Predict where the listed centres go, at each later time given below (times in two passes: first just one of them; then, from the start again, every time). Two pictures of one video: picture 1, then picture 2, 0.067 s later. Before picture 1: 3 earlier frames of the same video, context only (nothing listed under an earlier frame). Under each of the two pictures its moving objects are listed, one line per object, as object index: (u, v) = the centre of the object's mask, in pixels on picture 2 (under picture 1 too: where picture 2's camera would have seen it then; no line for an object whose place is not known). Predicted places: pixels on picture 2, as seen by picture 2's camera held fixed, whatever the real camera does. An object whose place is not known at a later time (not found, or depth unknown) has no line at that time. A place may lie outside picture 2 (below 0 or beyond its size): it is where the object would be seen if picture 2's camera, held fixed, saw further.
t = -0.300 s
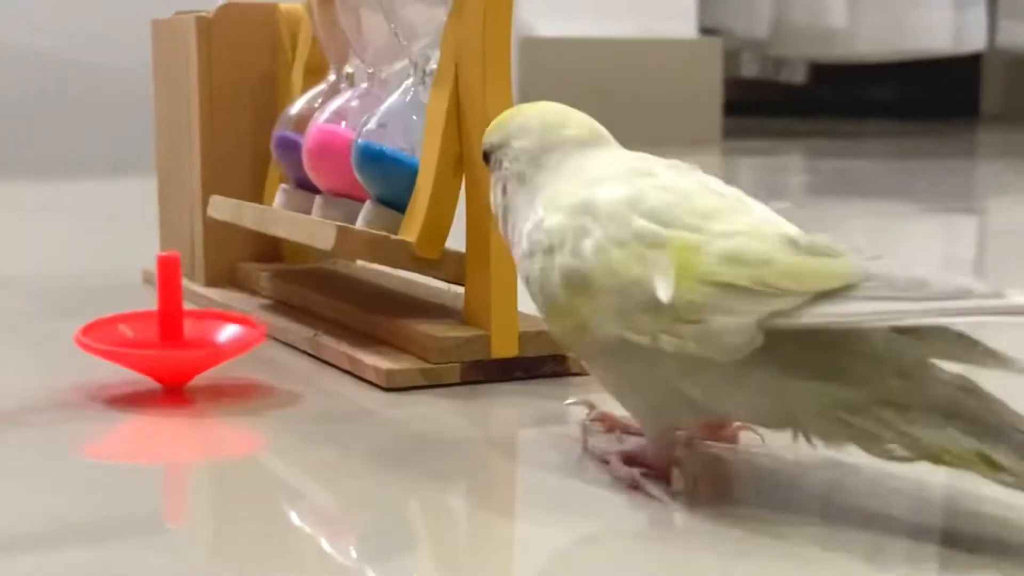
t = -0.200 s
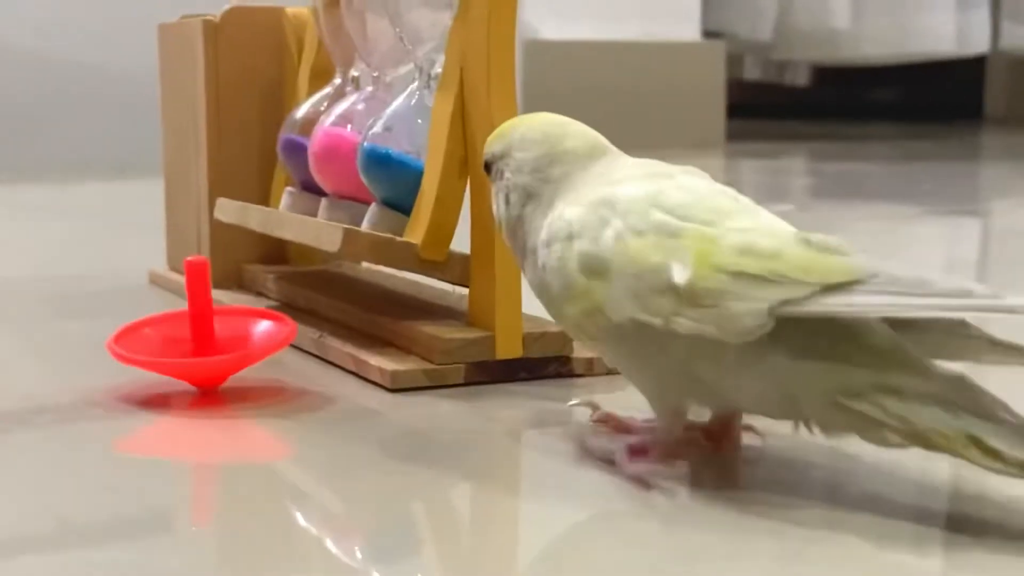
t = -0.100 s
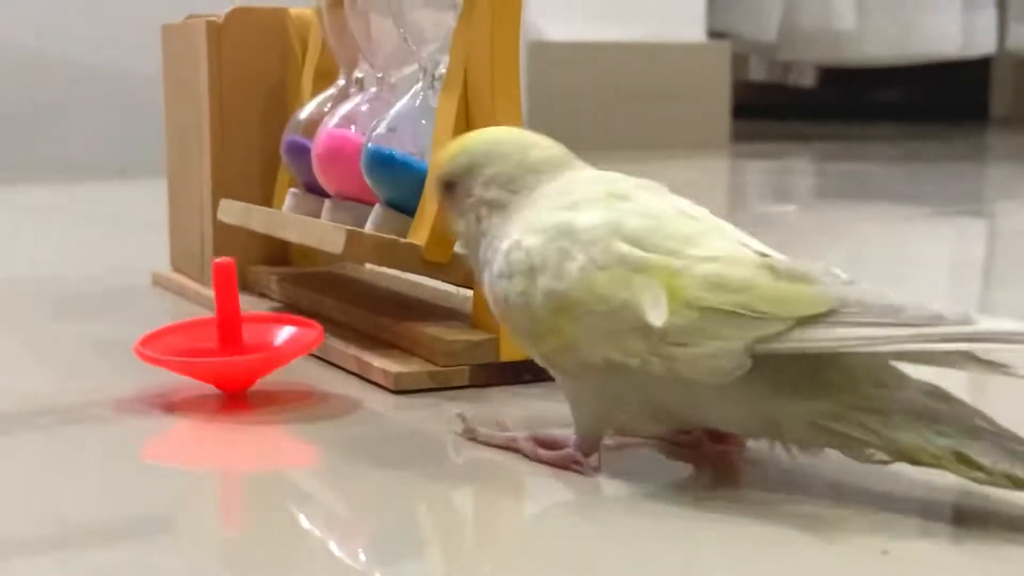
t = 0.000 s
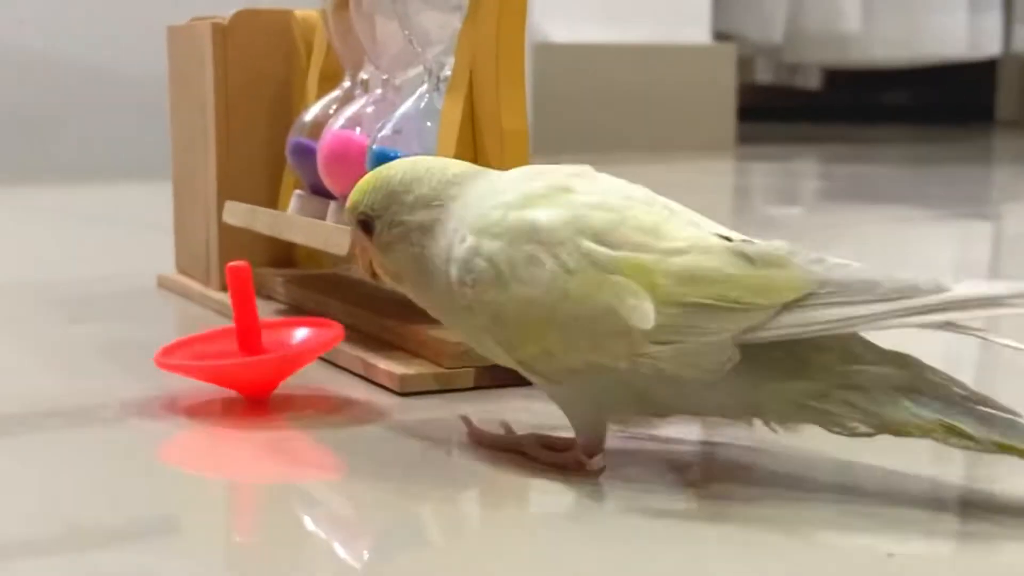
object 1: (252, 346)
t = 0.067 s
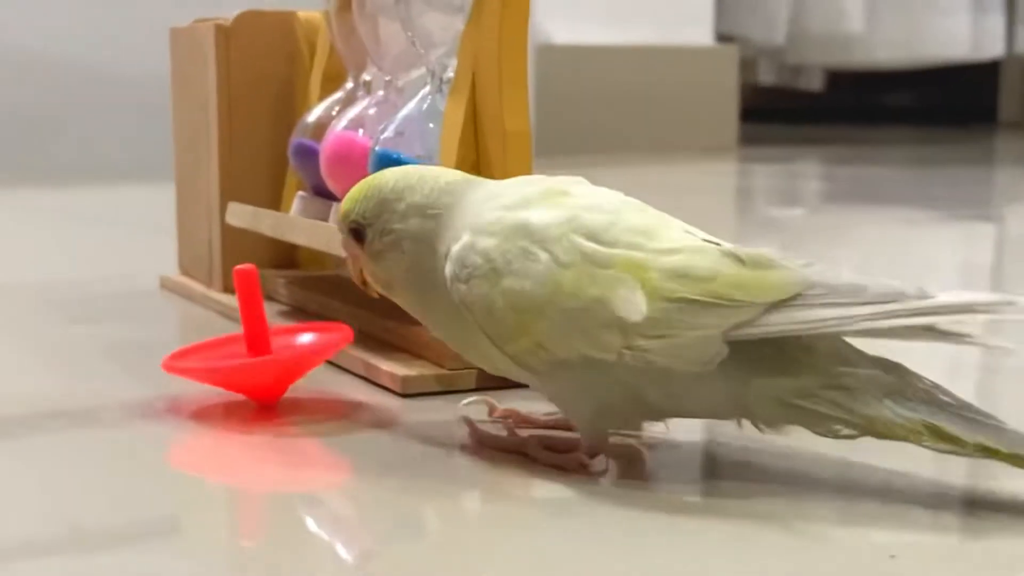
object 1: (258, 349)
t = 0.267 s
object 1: (255, 358)
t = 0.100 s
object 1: (261, 350)
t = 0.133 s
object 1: (261, 352)
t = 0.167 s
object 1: (261, 353)
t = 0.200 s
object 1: (260, 355)
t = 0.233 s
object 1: (258, 356)
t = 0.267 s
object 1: (255, 358)
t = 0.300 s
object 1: (252, 359)
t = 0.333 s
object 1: (247, 360)
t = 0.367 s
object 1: (241, 362)
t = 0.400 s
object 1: (236, 363)
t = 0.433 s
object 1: (229, 364)
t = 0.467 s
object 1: (222, 365)
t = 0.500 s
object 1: (215, 365)
